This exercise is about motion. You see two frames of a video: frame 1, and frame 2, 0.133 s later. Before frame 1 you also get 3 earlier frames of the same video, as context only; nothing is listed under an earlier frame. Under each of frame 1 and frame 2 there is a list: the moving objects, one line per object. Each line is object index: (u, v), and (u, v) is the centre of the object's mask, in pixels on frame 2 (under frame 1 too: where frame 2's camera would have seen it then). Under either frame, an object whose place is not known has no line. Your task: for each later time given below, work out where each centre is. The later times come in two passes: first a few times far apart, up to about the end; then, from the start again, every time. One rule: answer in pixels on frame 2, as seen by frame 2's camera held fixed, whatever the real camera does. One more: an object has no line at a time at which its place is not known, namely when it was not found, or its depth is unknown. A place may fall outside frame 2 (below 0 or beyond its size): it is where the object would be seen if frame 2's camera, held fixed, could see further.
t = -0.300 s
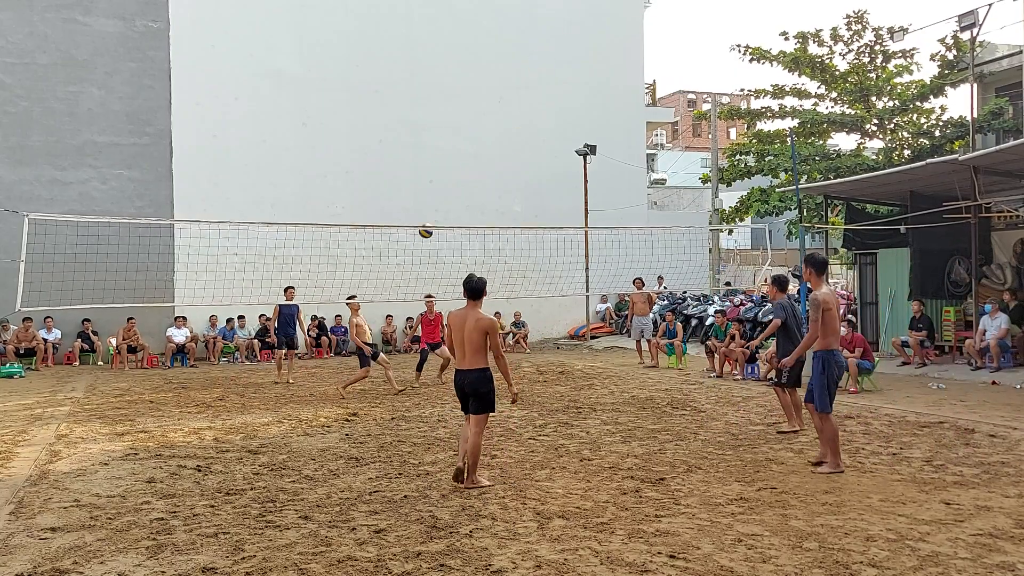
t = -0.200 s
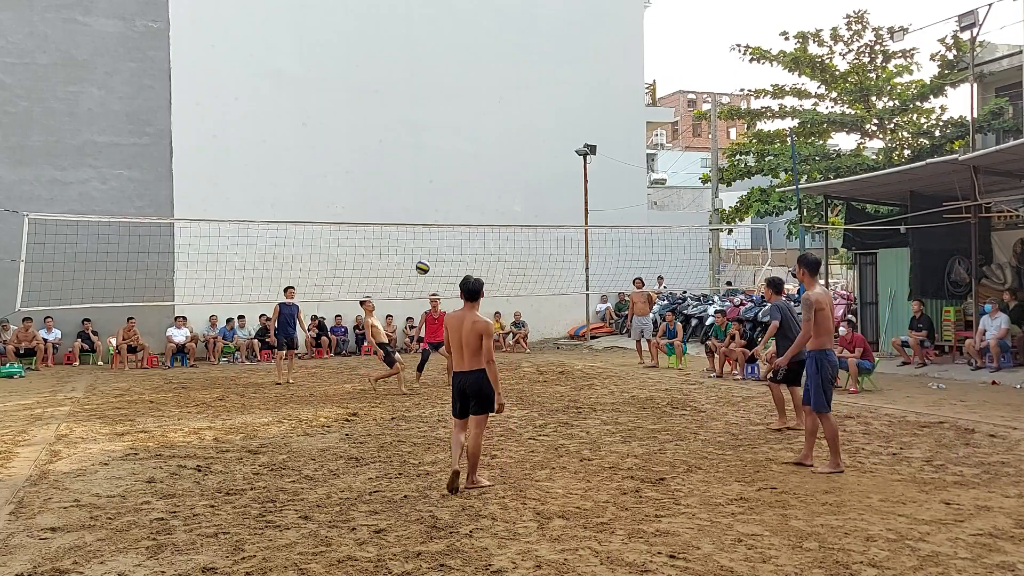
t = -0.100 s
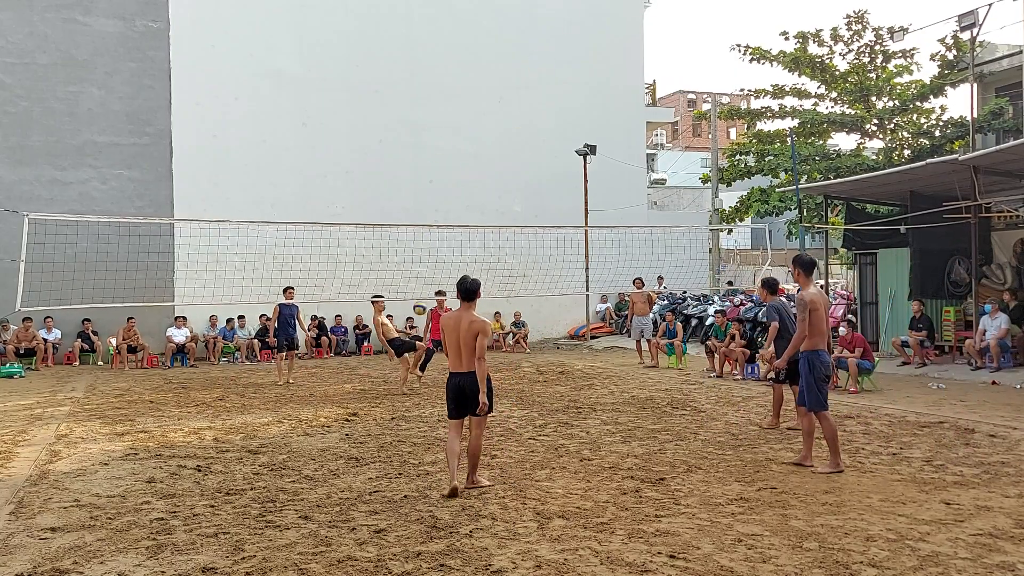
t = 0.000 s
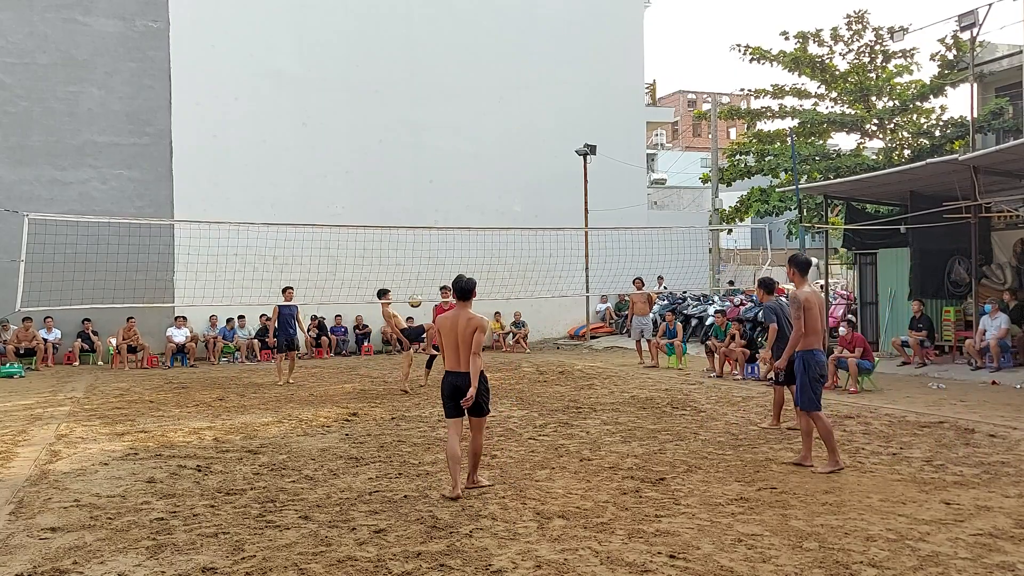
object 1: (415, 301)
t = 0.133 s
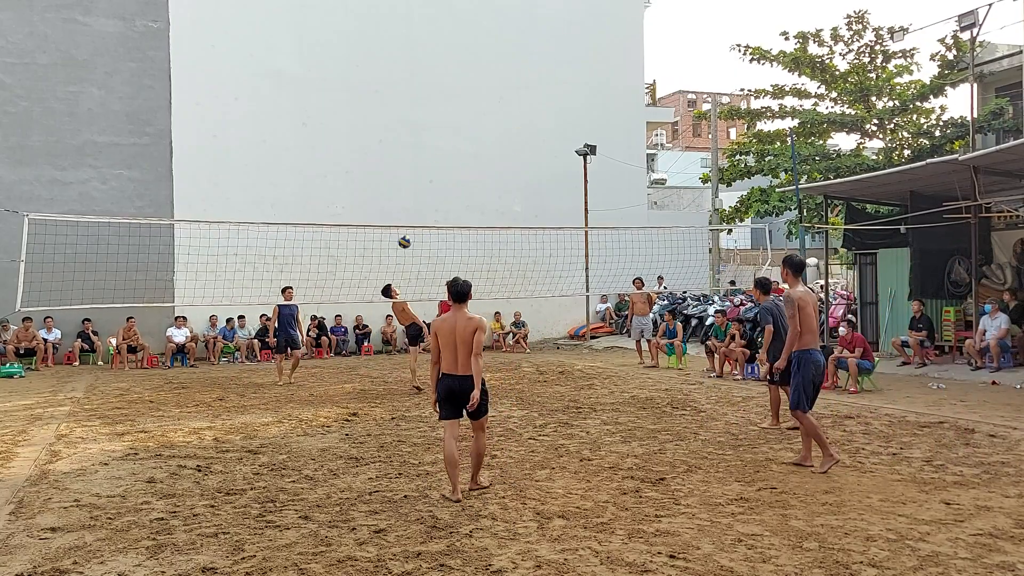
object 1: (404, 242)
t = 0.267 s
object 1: (394, 195)
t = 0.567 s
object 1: (373, 133)
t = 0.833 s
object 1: (356, 126)
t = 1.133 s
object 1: (338, 170)
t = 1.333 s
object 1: (328, 227)
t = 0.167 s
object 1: (402, 229)
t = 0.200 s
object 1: (400, 217)
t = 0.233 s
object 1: (397, 206)
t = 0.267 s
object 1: (394, 195)
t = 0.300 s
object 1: (392, 185)
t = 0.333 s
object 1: (389, 177)
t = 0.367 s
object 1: (387, 168)
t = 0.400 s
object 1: (385, 160)
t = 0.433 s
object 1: (382, 154)
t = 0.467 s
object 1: (380, 147)
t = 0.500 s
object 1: (378, 142)
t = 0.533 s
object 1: (375, 137)
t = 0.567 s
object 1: (373, 133)
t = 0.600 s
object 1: (371, 130)
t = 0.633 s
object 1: (368, 127)
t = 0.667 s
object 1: (366, 125)
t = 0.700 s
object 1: (364, 125)
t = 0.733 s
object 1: (362, 124)
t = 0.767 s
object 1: (360, 124)
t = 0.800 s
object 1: (358, 125)
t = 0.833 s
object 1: (356, 126)
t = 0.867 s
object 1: (354, 129)
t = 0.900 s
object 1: (352, 132)
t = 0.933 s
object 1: (350, 135)
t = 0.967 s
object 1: (348, 139)
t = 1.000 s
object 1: (346, 144)
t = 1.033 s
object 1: (344, 150)
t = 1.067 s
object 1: (342, 156)
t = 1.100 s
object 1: (340, 163)
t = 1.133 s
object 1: (338, 170)
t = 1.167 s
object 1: (337, 178)
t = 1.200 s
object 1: (335, 186)
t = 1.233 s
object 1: (333, 196)
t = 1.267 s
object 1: (332, 206)
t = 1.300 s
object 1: (330, 216)
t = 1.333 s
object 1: (328, 227)
